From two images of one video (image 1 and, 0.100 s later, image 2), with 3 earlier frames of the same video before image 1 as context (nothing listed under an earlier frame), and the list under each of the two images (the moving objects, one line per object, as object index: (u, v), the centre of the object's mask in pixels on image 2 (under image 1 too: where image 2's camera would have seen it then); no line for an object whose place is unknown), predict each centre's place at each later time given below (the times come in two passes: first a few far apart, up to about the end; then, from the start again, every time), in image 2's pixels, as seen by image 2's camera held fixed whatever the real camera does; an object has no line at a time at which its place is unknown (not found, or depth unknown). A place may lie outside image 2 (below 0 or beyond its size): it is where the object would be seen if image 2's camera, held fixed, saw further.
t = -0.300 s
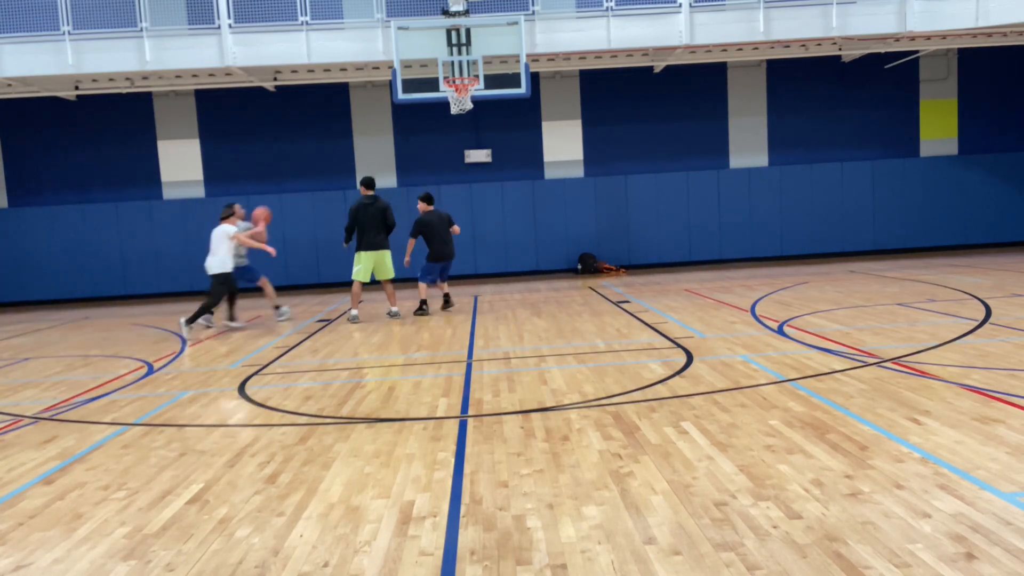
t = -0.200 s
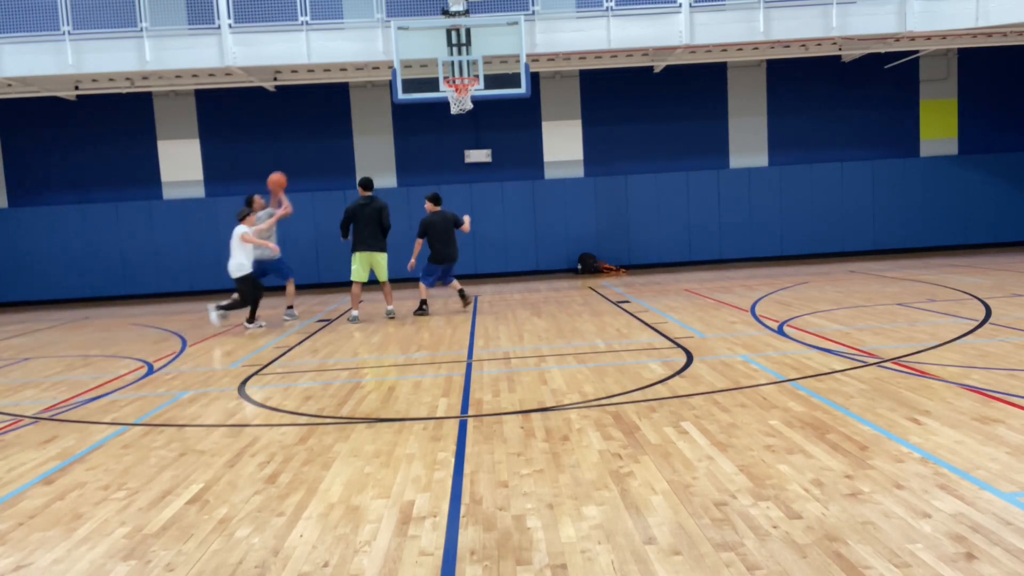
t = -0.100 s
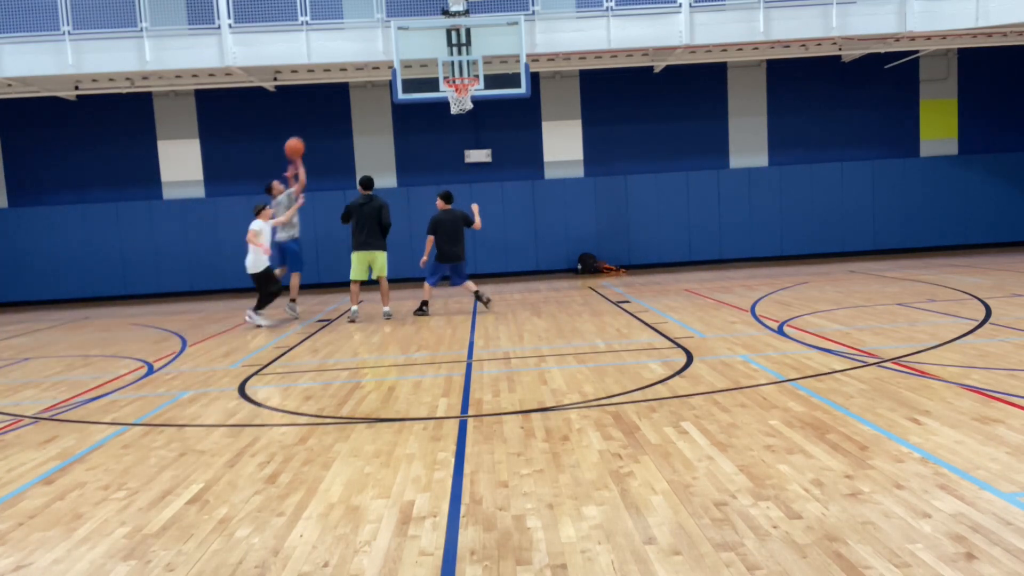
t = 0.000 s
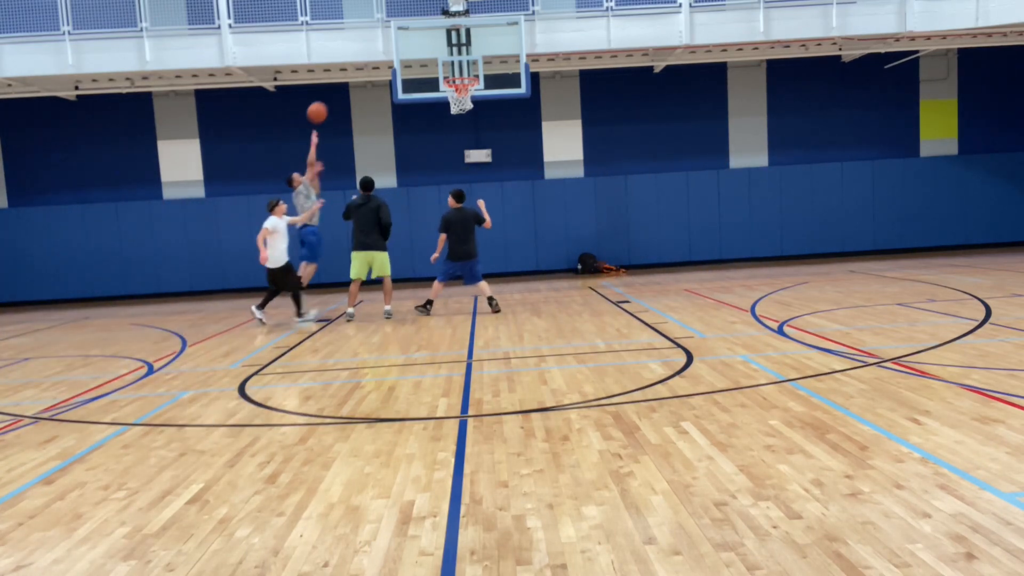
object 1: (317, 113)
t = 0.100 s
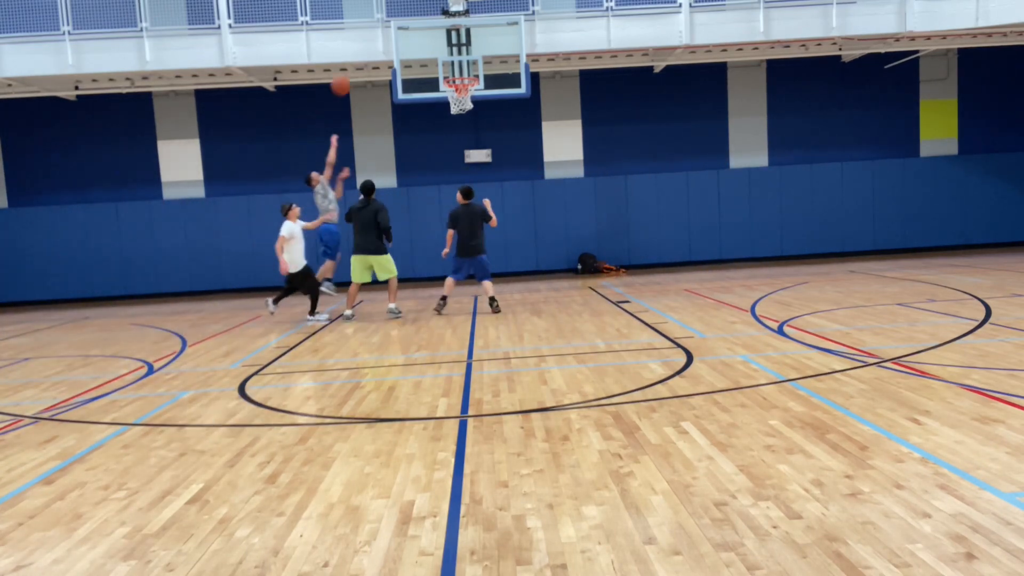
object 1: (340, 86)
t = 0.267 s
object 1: (382, 58)
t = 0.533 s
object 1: (446, 58)
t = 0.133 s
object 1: (349, 79)
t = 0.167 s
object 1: (358, 72)
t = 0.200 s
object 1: (365, 66)
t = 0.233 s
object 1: (373, 62)
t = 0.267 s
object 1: (382, 58)
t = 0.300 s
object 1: (390, 55)
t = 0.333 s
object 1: (398, 52)
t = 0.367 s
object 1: (406, 51)
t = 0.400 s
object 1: (414, 51)
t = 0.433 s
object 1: (422, 51)
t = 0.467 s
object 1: (430, 53)
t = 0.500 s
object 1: (438, 55)
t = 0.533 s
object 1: (446, 58)
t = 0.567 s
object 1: (454, 61)
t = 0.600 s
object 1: (462, 66)
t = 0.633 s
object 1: (469, 69)
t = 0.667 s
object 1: (473, 67)
